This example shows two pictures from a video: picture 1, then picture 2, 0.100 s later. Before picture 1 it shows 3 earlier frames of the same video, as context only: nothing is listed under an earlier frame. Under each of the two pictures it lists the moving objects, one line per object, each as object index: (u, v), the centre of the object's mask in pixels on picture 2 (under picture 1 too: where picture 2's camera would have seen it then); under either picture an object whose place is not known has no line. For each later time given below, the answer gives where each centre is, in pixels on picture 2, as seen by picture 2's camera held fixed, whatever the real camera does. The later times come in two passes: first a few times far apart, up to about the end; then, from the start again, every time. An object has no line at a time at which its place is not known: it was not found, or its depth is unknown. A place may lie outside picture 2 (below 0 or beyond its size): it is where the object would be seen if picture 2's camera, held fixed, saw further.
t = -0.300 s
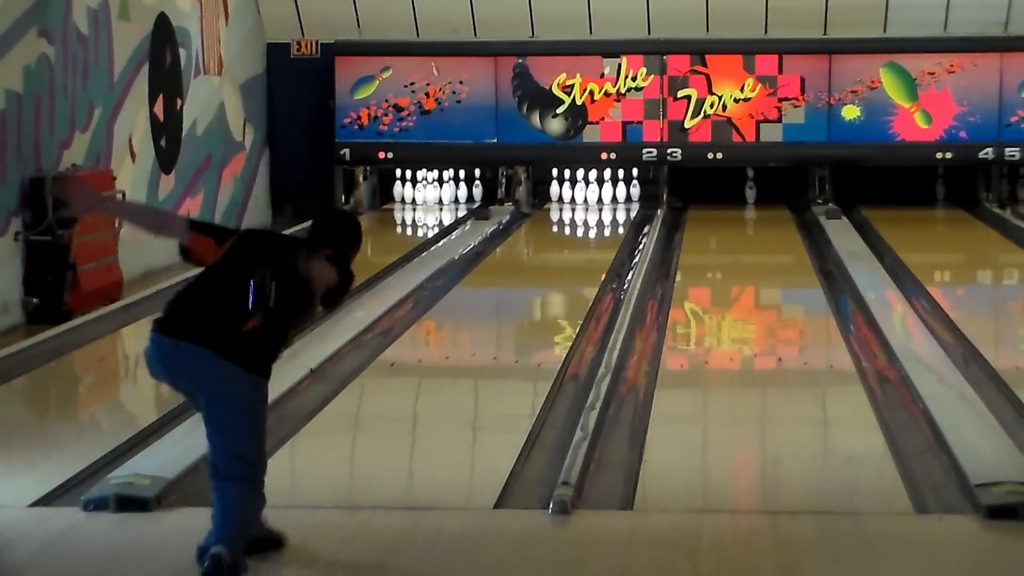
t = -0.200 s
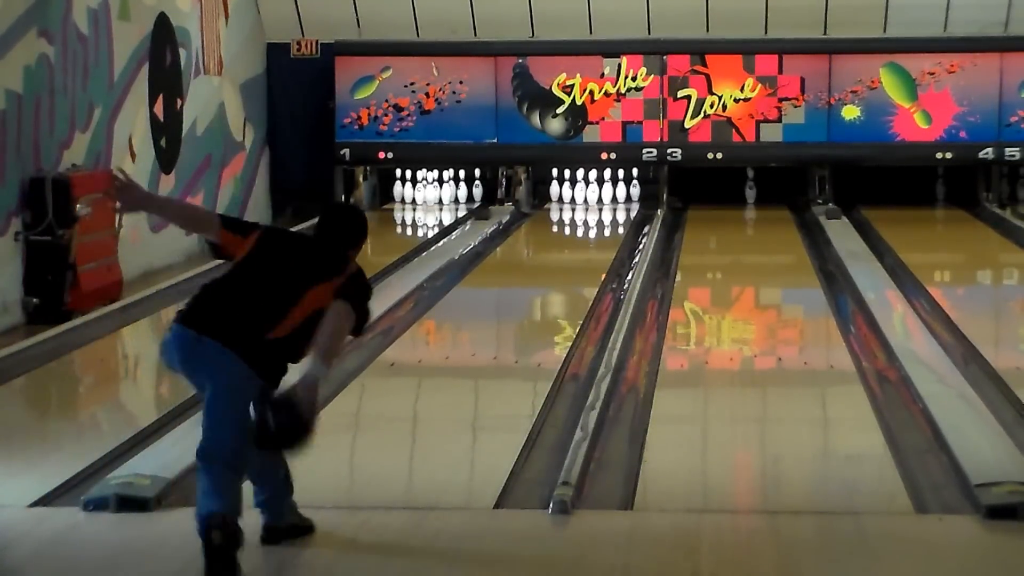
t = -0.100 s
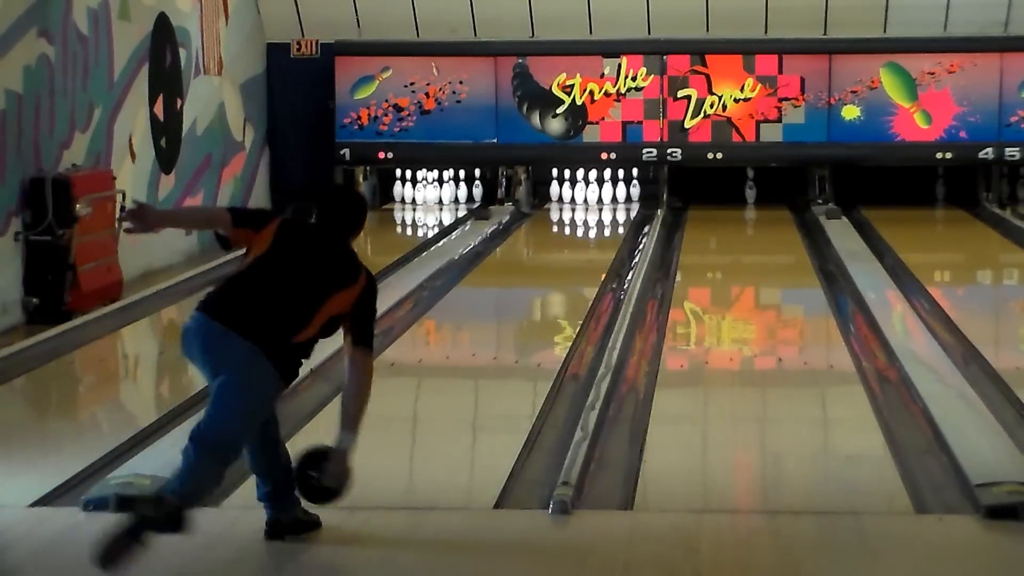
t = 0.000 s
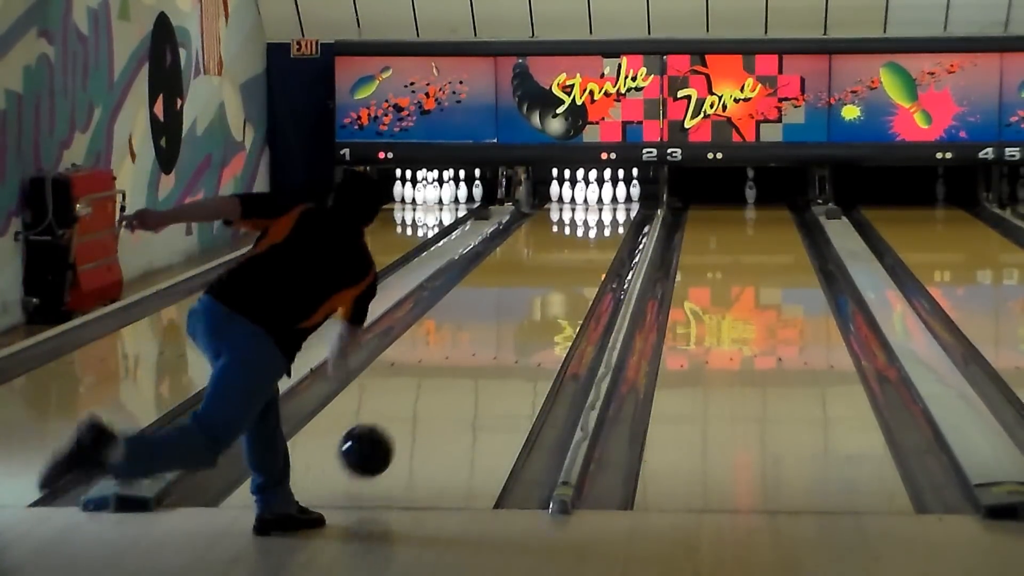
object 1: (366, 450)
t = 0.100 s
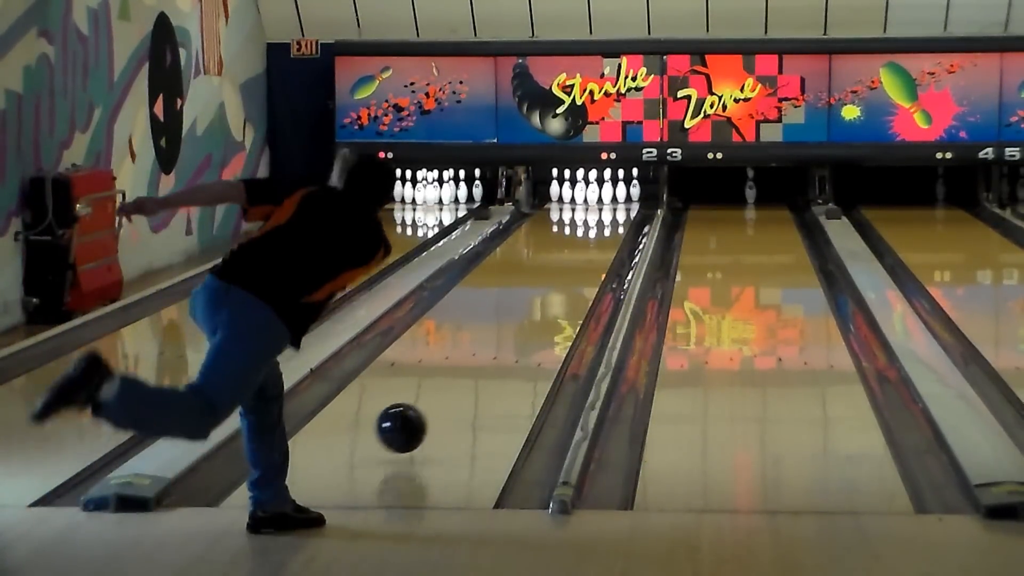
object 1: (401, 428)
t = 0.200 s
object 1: (431, 406)
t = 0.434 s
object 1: (486, 355)
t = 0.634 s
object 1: (521, 322)
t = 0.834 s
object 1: (548, 295)
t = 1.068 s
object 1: (572, 269)
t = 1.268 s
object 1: (589, 252)
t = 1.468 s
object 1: (600, 237)
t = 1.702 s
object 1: (607, 222)
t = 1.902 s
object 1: (608, 212)
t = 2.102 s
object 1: (604, 203)
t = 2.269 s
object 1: (597, 197)
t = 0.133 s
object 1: (412, 426)
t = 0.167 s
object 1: (422, 415)
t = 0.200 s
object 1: (431, 406)
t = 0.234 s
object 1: (440, 400)
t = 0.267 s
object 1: (449, 391)
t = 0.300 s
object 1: (457, 384)
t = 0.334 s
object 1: (465, 376)
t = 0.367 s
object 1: (472, 369)
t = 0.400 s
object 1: (479, 362)
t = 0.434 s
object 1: (486, 355)
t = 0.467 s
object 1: (492, 349)
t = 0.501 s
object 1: (499, 342)
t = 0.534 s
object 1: (505, 337)
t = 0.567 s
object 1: (510, 332)
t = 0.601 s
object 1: (516, 326)
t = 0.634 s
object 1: (521, 322)
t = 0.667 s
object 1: (526, 317)
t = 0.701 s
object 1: (530, 312)
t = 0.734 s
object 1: (535, 307)
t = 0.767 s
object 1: (539, 303)
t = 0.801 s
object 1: (544, 299)
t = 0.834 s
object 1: (548, 295)
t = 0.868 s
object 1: (552, 291)
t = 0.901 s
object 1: (556, 287)
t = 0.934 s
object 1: (559, 283)
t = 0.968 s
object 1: (563, 279)
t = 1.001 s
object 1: (566, 276)
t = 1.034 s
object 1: (570, 272)
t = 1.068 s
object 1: (572, 269)
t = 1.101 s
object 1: (575, 266)
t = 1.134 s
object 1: (578, 263)
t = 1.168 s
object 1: (581, 260)
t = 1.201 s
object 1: (583, 257)
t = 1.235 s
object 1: (586, 254)
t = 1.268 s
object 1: (589, 252)
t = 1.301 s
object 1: (591, 249)
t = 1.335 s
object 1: (593, 246)
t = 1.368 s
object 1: (594, 244)
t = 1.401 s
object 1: (596, 241)
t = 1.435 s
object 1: (598, 239)
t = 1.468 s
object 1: (600, 237)
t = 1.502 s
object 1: (601, 234)
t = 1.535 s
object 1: (603, 232)
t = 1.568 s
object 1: (604, 230)
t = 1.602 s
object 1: (606, 228)
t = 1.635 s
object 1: (606, 226)
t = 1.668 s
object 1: (607, 224)
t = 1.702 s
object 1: (607, 222)
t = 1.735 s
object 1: (608, 220)
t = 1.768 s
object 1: (608, 218)
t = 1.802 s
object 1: (608, 216)
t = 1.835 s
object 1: (609, 215)
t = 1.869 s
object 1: (608, 213)
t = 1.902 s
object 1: (608, 212)
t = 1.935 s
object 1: (608, 210)
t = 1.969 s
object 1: (608, 208)
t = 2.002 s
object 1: (607, 207)
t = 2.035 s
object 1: (606, 206)
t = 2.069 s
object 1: (605, 204)
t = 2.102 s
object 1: (604, 203)
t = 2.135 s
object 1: (603, 202)
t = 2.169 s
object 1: (601, 200)
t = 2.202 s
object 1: (600, 199)
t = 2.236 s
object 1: (598, 198)
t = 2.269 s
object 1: (597, 197)
